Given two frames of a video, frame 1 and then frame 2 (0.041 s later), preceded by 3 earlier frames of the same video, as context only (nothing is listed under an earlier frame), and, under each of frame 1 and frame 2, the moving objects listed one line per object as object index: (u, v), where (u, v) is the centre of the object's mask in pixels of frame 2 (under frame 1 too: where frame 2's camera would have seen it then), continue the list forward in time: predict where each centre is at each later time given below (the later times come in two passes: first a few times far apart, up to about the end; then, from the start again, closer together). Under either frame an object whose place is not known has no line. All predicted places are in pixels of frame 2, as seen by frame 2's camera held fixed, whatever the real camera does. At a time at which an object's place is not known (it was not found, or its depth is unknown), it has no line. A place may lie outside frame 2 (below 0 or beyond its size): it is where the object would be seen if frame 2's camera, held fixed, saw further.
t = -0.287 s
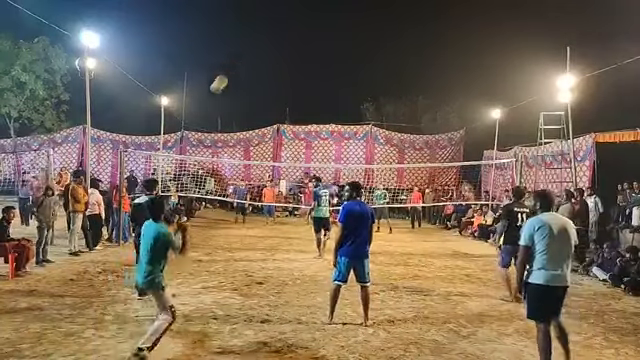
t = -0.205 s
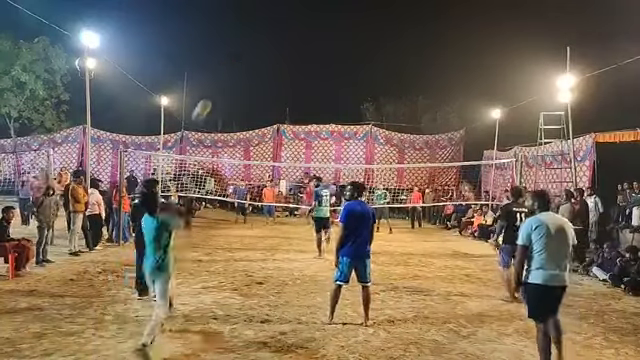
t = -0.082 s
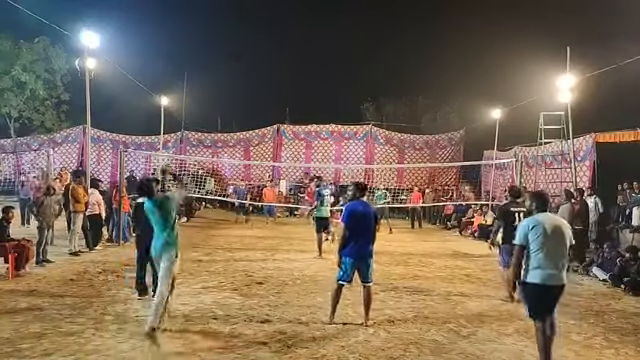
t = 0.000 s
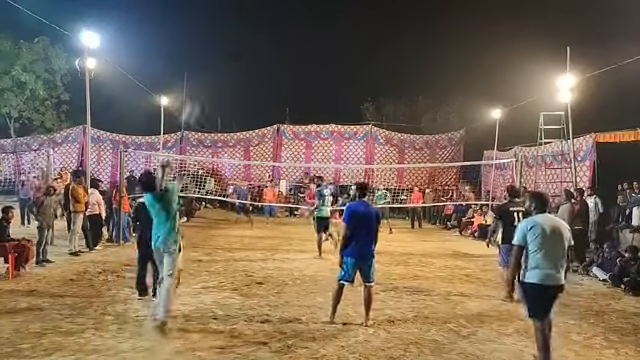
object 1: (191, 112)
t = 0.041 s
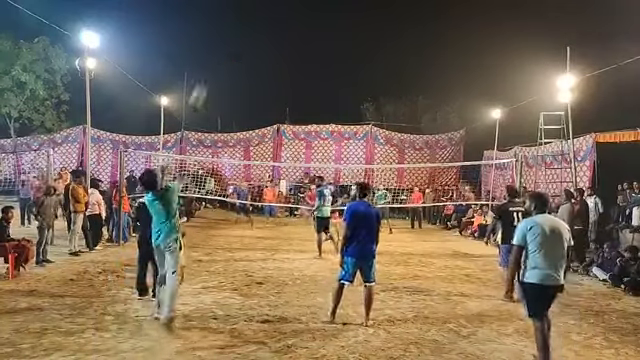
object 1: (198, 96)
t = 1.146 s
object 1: (279, 99)
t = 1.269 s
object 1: (282, 120)
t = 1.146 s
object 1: (279, 99)
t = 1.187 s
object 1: (280, 107)
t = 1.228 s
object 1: (281, 113)
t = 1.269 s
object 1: (282, 120)
